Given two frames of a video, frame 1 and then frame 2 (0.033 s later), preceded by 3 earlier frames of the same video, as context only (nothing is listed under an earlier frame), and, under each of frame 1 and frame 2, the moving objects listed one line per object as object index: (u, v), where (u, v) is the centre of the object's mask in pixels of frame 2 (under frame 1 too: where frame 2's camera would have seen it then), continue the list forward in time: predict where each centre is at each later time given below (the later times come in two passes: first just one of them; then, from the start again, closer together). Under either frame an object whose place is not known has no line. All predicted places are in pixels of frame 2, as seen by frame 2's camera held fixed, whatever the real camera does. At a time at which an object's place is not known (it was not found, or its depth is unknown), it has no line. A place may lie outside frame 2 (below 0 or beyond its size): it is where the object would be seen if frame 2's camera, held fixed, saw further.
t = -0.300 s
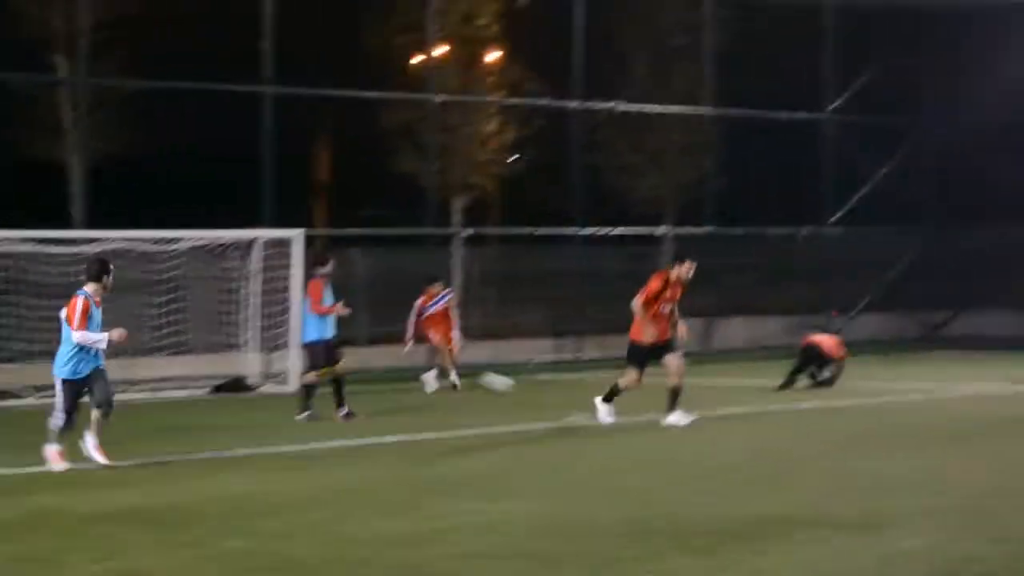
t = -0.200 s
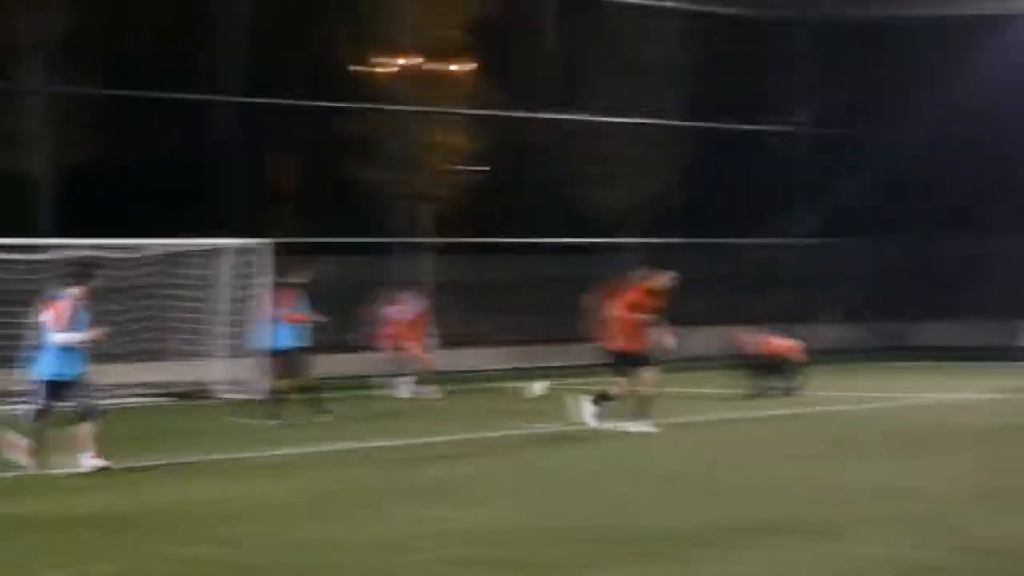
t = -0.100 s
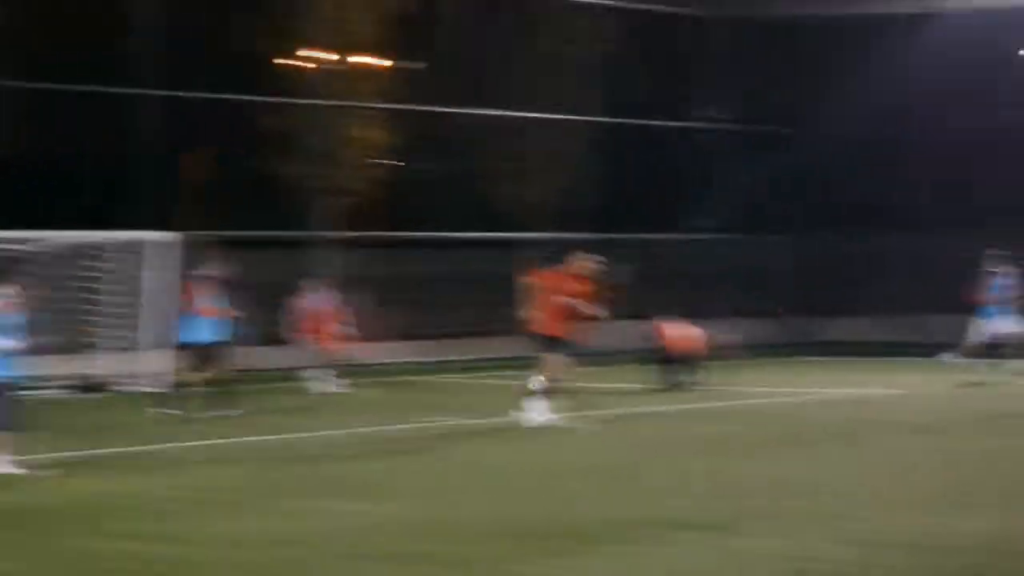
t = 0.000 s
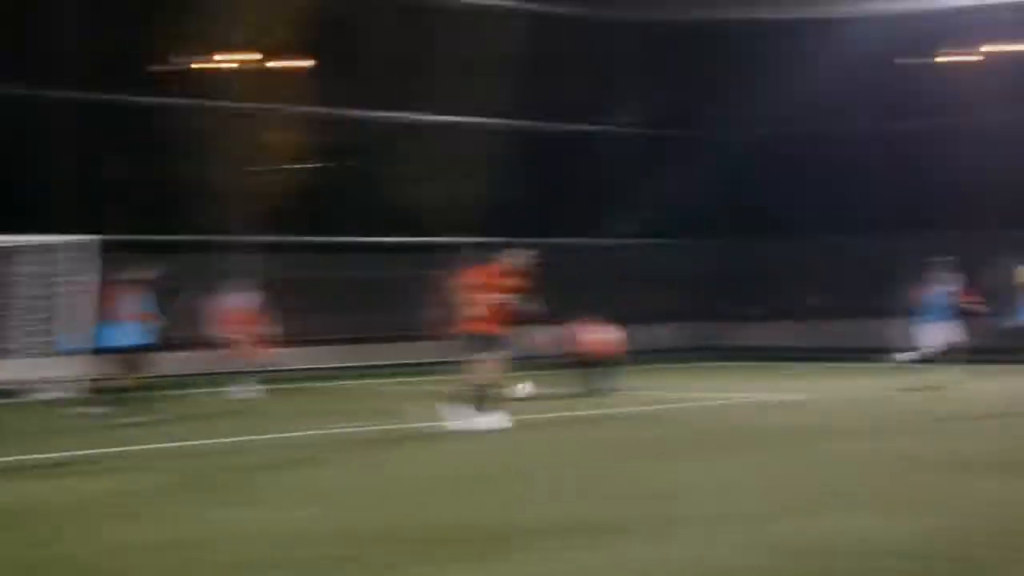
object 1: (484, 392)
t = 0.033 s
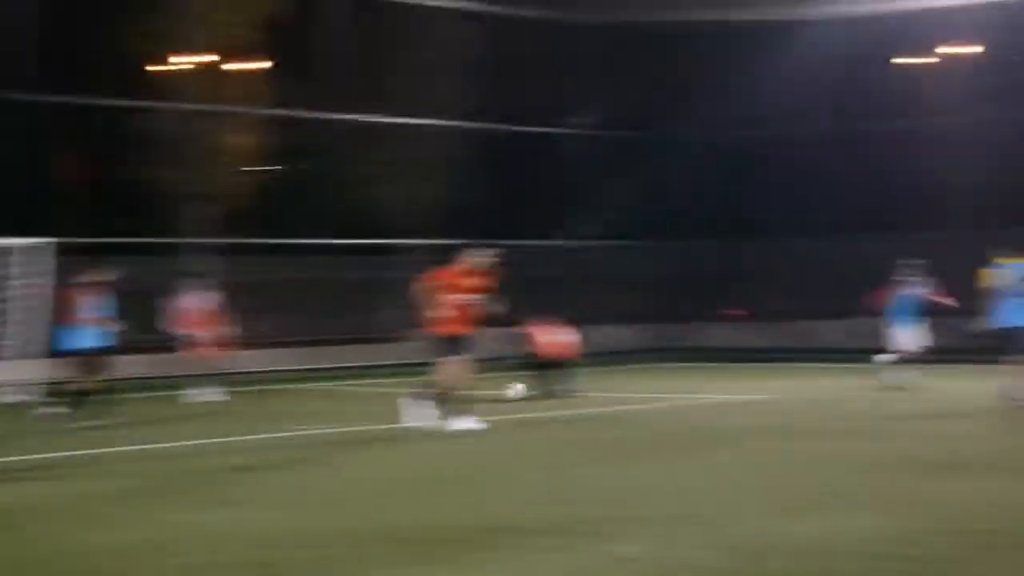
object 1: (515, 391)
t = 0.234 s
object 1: (654, 384)
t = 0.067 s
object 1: (541, 390)
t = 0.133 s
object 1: (583, 387)
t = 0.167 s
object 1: (599, 385)
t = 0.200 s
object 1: (641, 385)
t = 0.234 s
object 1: (654, 384)
